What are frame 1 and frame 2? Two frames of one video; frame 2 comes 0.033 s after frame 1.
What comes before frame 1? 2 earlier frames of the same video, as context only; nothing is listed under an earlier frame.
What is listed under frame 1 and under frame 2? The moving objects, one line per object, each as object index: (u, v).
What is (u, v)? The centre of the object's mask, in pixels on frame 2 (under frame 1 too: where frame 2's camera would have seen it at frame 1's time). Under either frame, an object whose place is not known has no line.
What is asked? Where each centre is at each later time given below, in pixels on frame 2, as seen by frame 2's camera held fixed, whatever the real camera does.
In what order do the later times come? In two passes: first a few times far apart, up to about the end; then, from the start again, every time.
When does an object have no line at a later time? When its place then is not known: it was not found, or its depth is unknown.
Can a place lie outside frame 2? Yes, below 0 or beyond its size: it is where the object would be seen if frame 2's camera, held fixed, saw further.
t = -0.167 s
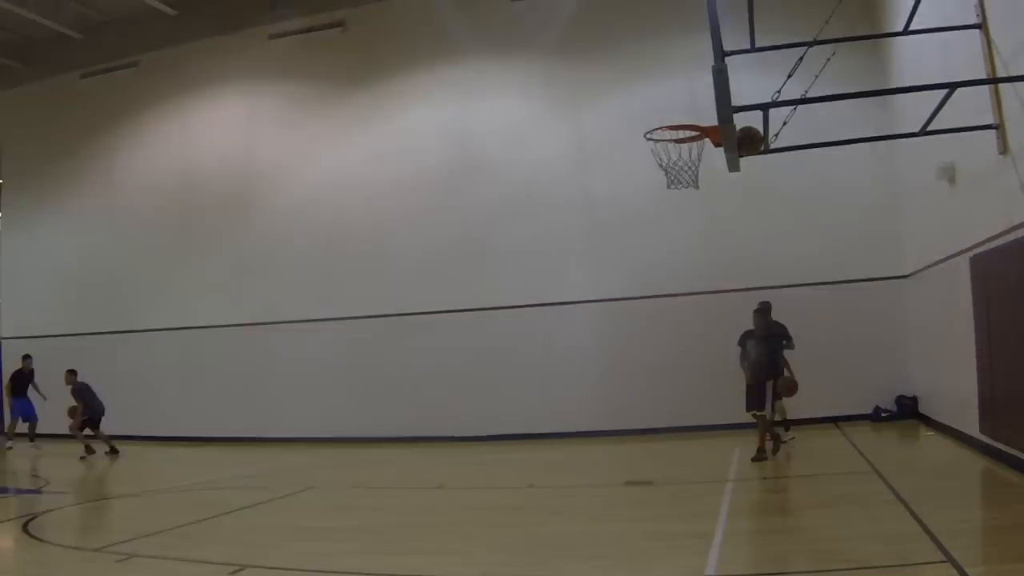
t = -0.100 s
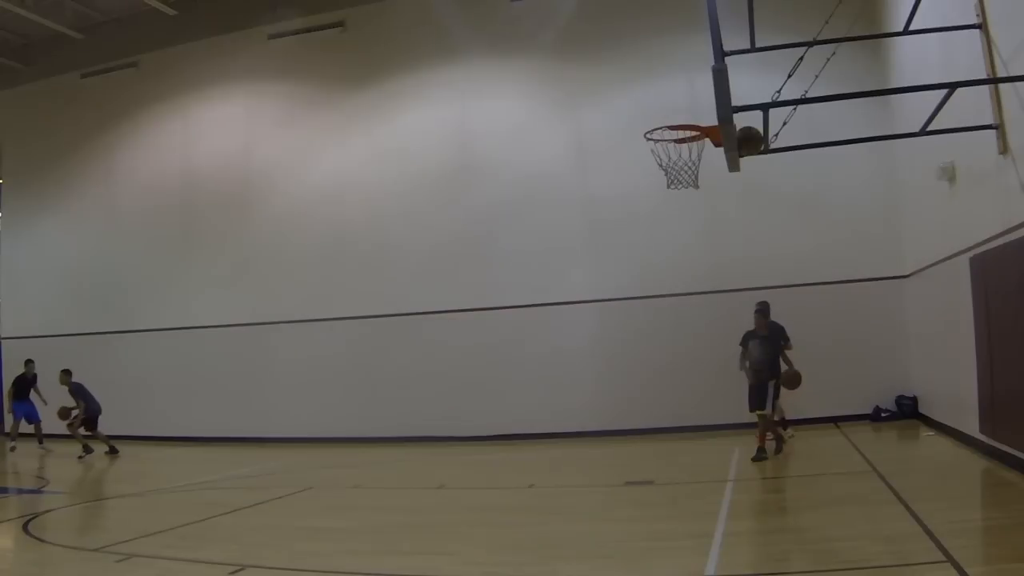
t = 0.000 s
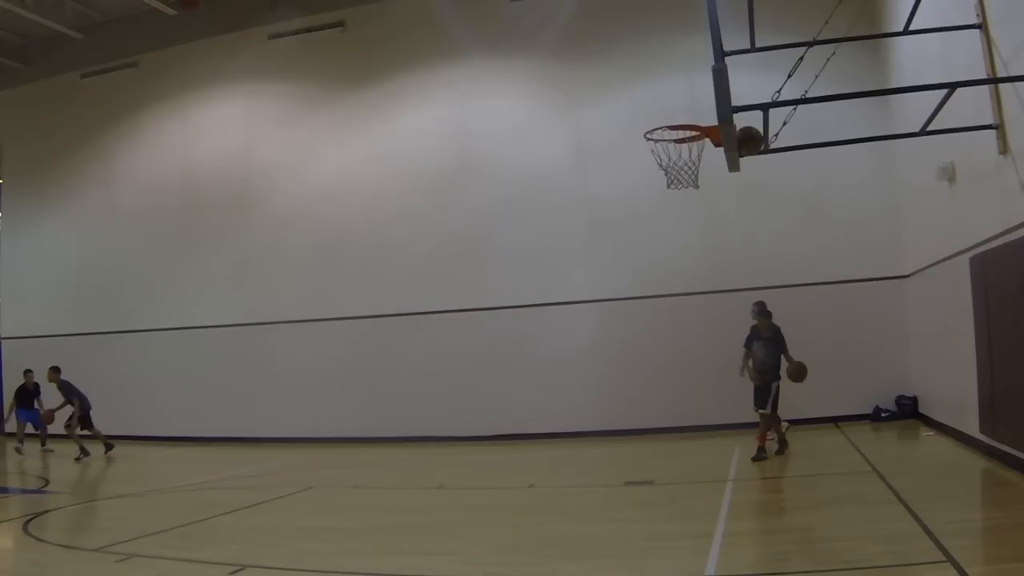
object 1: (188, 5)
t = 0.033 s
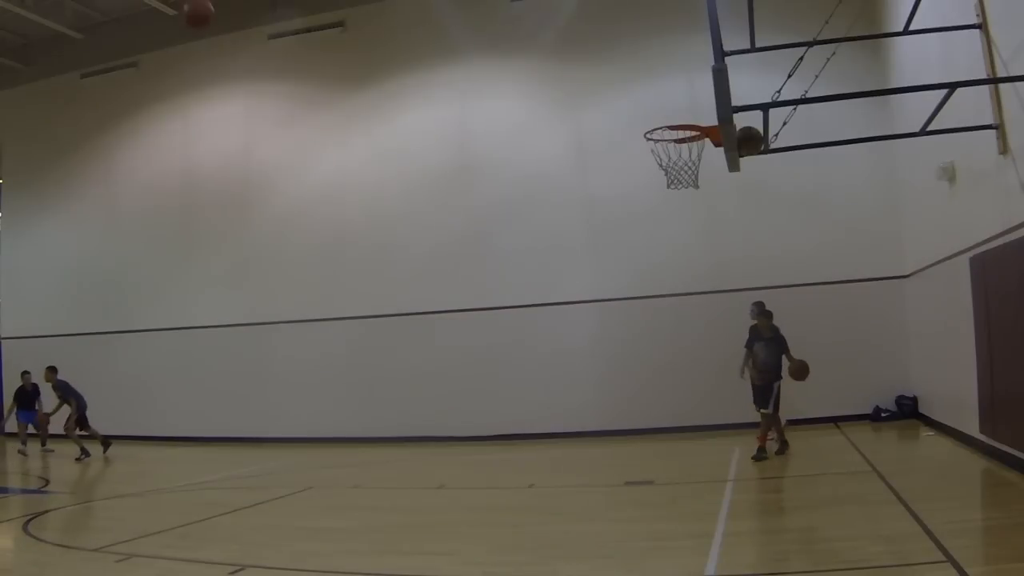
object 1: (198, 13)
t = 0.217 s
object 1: (258, 155)
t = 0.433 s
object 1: (338, 378)
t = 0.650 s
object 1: (391, 448)
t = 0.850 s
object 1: (401, 312)
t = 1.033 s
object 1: (414, 233)
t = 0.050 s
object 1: (203, 24)
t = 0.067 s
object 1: (209, 36)
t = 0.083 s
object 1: (214, 48)
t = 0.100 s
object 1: (219, 60)
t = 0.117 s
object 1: (224, 73)
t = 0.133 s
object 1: (230, 86)
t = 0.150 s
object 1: (236, 98)
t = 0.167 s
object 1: (241, 112)
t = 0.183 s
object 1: (246, 126)
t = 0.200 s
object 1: (252, 140)
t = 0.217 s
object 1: (258, 155)
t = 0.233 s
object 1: (263, 170)
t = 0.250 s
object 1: (269, 185)
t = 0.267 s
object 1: (275, 201)
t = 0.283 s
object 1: (281, 217)
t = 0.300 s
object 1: (287, 234)
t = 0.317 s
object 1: (293, 251)
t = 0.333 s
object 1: (299, 268)
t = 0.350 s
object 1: (305, 286)
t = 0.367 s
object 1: (312, 303)
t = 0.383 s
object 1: (318, 322)
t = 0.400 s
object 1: (324, 340)
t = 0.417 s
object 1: (331, 359)
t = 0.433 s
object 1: (338, 378)
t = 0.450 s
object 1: (344, 397)
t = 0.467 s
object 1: (351, 416)
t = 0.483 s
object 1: (357, 435)
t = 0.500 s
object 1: (364, 454)
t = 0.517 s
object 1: (371, 474)
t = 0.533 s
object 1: (377, 495)
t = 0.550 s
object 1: (384, 514)
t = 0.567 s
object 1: (387, 519)
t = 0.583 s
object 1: (388, 504)
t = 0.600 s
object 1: (389, 490)
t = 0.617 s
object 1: (389, 476)
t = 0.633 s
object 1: (390, 462)
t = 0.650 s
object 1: (391, 448)
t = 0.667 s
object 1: (391, 435)
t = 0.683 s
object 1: (392, 423)
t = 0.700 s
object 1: (393, 410)
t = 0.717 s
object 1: (394, 397)
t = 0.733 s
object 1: (395, 385)
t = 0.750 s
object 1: (395, 374)
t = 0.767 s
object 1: (396, 363)
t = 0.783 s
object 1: (397, 352)
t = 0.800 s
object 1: (398, 342)
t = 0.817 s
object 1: (399, 331)
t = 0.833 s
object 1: (400, 322)
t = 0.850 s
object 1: (401, 312)
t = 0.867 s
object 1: (402, 303)
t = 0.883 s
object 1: (403, 295)
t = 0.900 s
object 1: (404, 286)
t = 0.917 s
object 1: (406, 278)
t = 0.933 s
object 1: (407, 271)
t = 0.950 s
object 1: (408, 264)
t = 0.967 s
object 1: (409, 257)
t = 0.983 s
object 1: (411, 251)
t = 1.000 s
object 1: (412, 244)
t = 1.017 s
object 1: (413, 239)
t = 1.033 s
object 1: (414, 233)
